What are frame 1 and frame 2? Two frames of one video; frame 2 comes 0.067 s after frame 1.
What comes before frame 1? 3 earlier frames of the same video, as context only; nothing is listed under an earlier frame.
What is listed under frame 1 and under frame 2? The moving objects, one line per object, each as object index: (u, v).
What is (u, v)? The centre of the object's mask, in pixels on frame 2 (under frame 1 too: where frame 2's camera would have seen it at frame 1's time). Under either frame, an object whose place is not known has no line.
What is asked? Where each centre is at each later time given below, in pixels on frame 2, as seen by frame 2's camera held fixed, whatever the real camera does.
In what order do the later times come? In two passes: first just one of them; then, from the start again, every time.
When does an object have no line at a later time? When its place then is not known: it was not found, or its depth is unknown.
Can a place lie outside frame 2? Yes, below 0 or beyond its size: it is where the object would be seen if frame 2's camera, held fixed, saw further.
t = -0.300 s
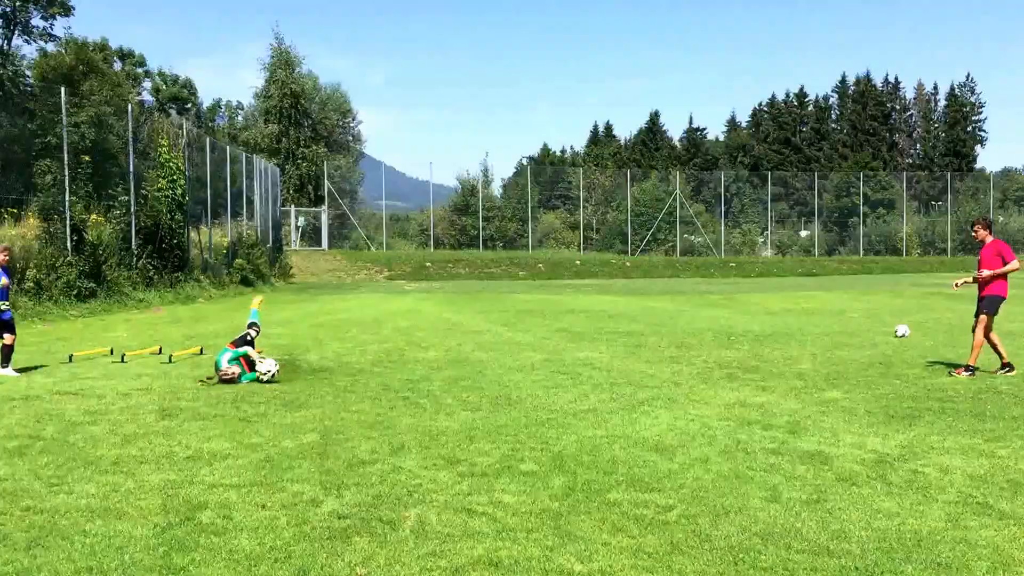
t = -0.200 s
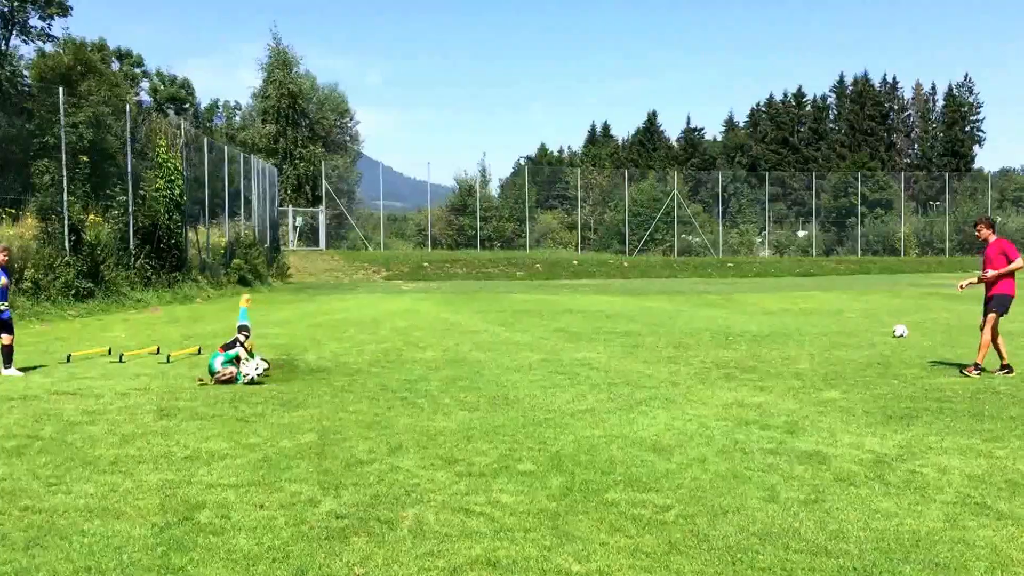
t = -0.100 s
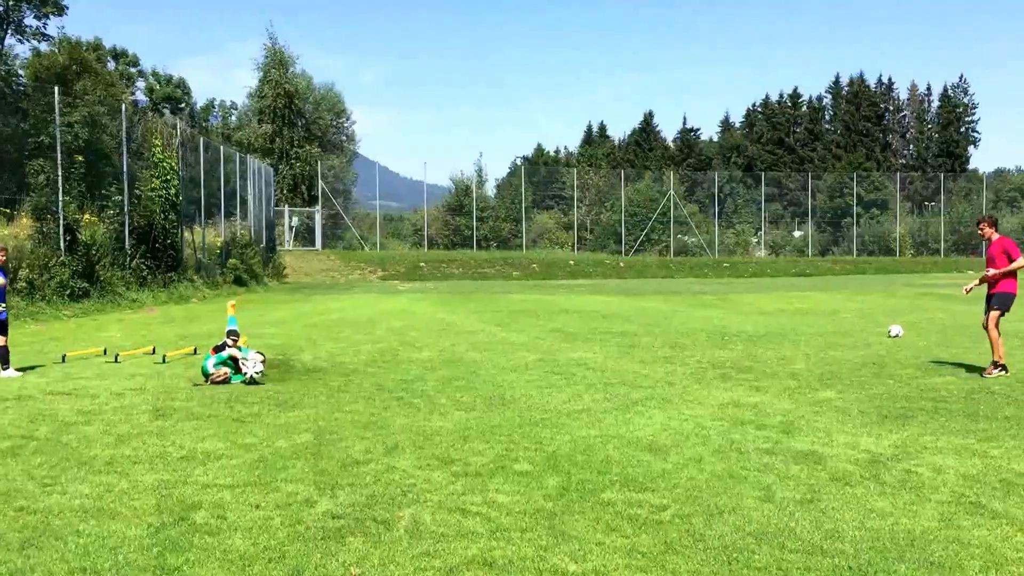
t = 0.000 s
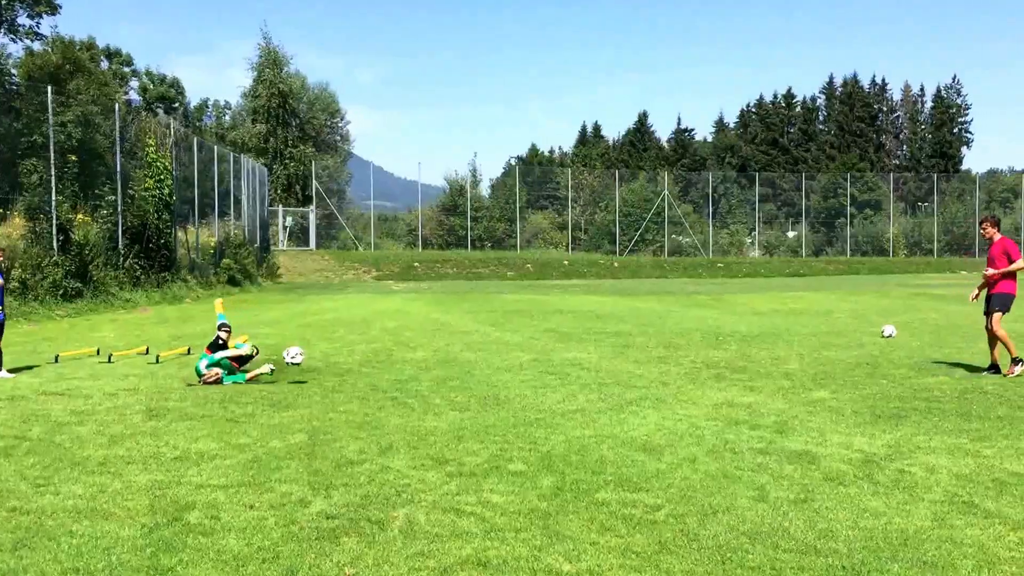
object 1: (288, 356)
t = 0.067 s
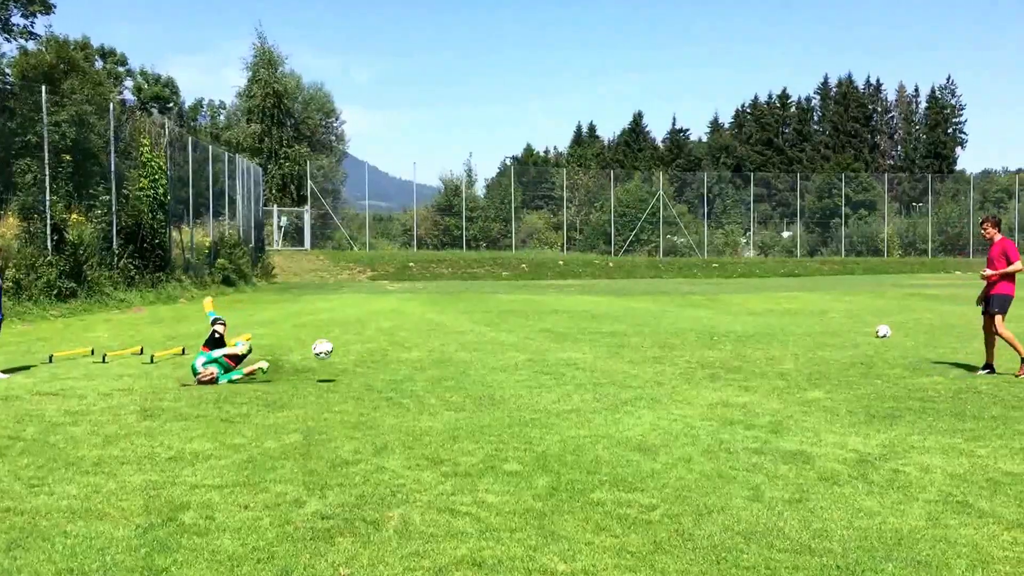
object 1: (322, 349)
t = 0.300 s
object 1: (434, 355)
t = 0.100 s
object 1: (339, 346)
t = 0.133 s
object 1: (355, 346)
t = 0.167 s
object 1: (371, 346)
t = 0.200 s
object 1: (387, 347)
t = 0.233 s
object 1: (403, 348)
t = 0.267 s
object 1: (418, 351)
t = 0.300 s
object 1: (434, 355)
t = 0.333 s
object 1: (449, 359)
